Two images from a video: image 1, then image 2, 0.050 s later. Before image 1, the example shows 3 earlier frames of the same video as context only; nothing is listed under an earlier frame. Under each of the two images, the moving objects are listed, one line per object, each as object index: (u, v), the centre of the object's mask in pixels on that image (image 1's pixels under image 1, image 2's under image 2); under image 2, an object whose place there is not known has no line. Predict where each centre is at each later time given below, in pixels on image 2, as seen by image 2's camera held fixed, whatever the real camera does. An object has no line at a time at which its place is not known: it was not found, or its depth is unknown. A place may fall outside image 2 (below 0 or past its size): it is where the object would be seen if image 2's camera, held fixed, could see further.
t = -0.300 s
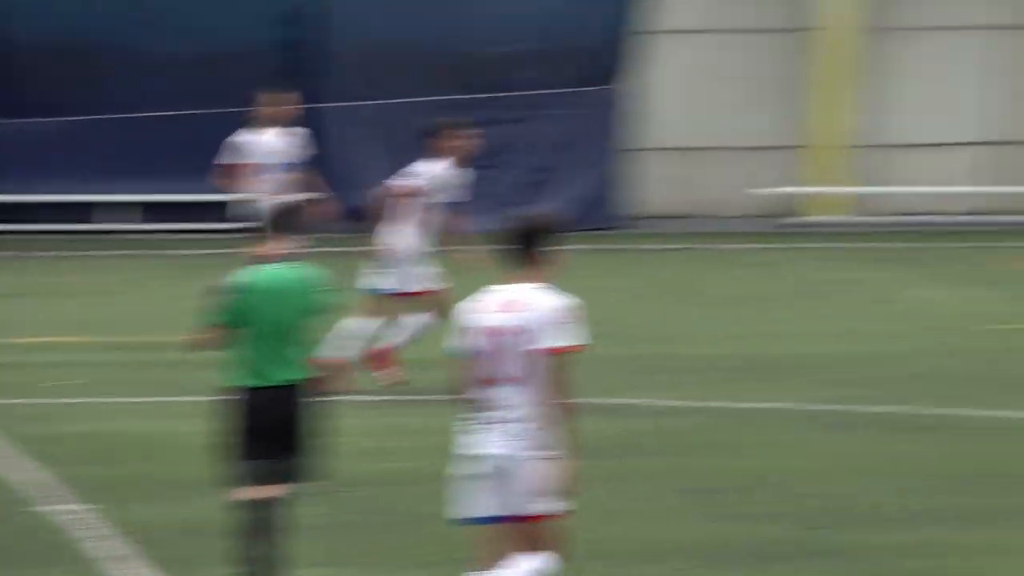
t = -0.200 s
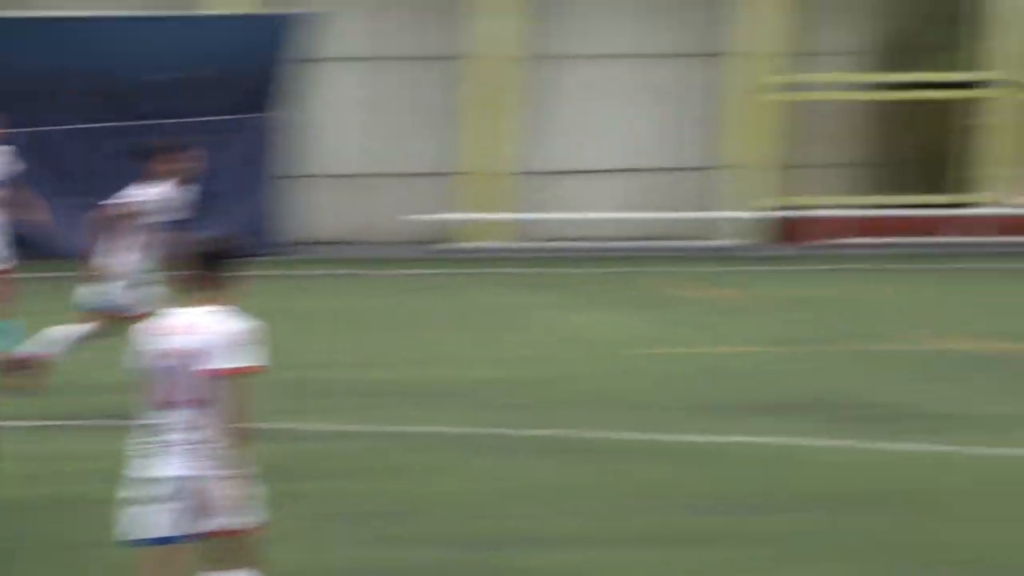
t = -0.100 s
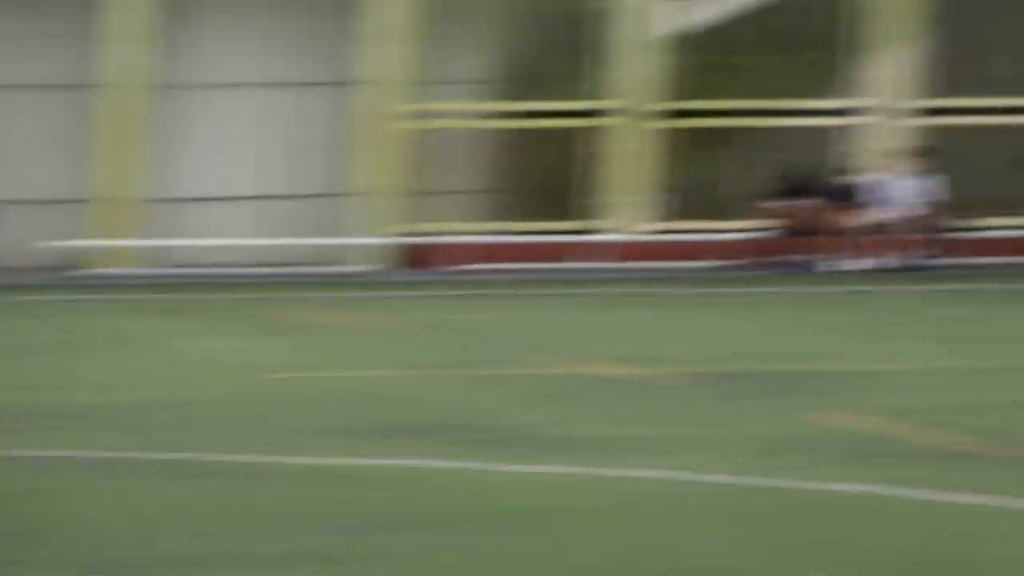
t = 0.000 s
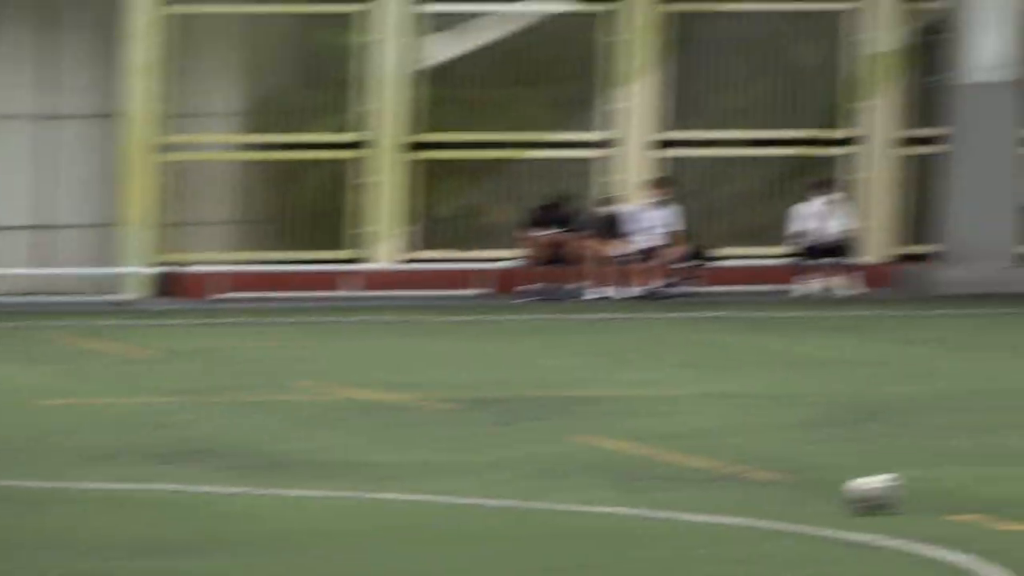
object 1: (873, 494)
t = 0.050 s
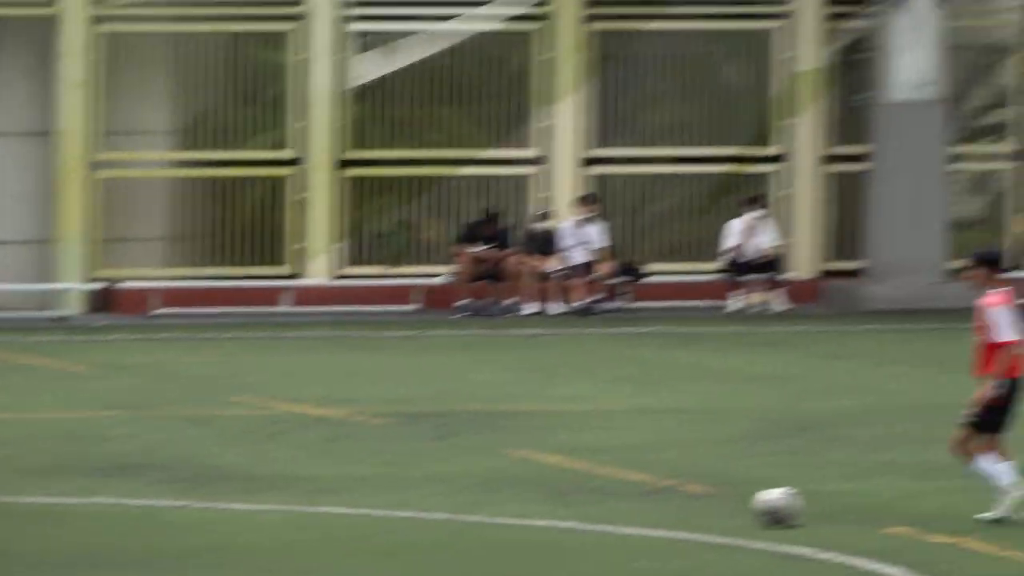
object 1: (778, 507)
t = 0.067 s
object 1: (772, 506)
